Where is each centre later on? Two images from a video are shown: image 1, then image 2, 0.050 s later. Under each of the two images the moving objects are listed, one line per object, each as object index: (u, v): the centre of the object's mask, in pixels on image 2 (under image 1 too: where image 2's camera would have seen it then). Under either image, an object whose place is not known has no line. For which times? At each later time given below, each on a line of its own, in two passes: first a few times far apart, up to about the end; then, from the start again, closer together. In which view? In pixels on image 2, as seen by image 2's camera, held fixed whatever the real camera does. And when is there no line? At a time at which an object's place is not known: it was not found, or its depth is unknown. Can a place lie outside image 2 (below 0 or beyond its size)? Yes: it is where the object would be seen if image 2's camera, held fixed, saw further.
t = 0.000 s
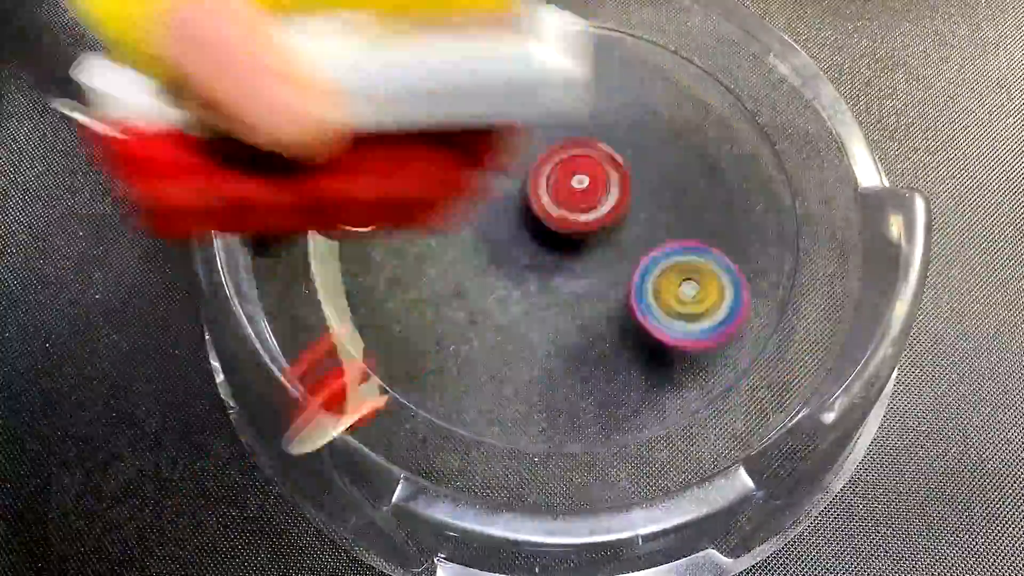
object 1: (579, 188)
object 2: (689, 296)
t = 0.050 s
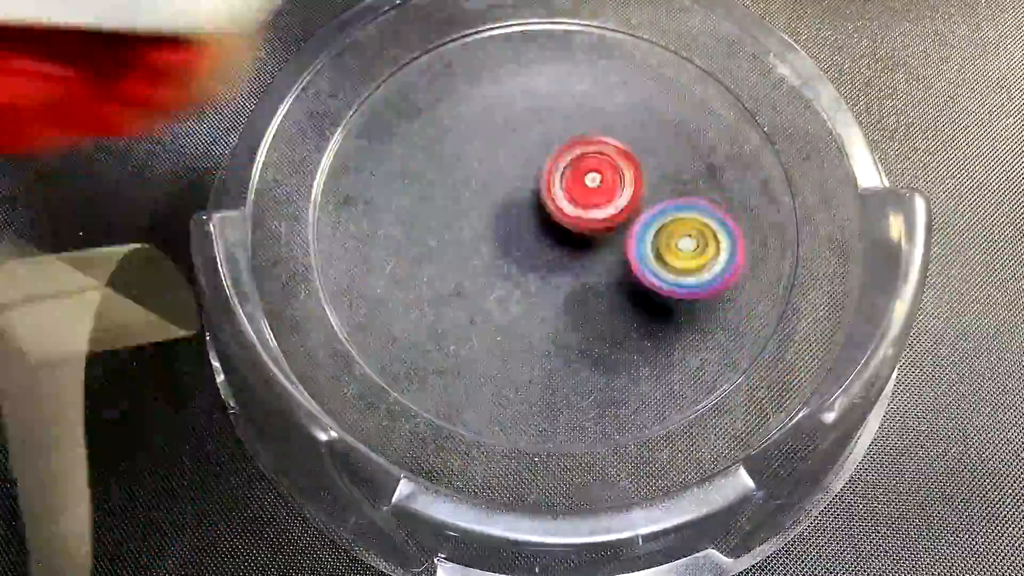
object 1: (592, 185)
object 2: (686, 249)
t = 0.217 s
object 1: (557, 128)
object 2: (705, 136)
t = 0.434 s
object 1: (523, 167)
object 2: (522, 40)
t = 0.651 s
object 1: (537, 218)
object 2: (315, 176)
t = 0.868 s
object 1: (566, 221)
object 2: (505, 415)
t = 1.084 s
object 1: (573, 215)
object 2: (783, 151)
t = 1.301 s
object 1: (554, 214)
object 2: (355, 90)
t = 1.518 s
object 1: (541, 217)
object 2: (694, 381)
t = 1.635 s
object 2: (775, 131)
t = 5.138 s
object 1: (547, 191)
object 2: (637, 27)
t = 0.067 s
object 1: (593, 178)
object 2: (686, 236)
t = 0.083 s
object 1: (587, 166)
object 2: (695, 228)
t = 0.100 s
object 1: (583, 157)
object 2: (701, 220)
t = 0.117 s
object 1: (579, 149)
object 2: (707, 208)
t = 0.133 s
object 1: (576, 142)
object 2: (711, 197)
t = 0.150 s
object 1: (572, 137)
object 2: (712, 186)
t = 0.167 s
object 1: (569, 133)
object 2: (713, 174)
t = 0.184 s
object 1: (565, 130)
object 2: (712, 161)
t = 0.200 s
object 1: (561, 128)
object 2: (710, 148)
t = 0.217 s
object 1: (557, 128)
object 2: (705, 136)
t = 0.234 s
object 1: (555, 128)
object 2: (697, 125)
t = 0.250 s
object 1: (552, 129)
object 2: (689, 113)
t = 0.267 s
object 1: (550, 131)
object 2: (679, 102)
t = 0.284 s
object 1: (548, 132)
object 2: (665, 92)
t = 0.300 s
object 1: (546, 134)
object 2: (652, 83)
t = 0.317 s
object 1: (544, 137)
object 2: (637, 75)
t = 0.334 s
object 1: (540, 140)
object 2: (623, 66)
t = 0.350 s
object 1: (535, 145)
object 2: (608, 58)
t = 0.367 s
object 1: (531, 149)
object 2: (594, 53)
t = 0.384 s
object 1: (528, 152)
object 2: (577, 45)
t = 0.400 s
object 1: (525, 158)
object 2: (558, 43)
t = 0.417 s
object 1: (524, 162)
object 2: (540, 42)
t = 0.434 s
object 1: (523, 167)
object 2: (522, 40)
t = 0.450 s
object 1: (521, 172)
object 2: (502, 43)
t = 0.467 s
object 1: (521, 177)
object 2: (483, 45)
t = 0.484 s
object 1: (520, 182)
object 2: (465, 50)
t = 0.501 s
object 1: (521, 186)
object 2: (445, 56)
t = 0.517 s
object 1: (522, 190)
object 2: (427, 64)
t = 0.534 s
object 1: (522, 194)
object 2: (410, 73)
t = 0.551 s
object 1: (524, 199)
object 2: (392, 86)
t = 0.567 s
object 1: (525, 203)
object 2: (376, 96)
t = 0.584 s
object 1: (527, 207)
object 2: (361, 110)
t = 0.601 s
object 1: (530, 210)
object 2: (346, 125)
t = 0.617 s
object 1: (532, 212)
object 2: (332, 139)
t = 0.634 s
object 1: (534, 216)
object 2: (322, 156)
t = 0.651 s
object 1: (537, 218)
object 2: (315, 176)
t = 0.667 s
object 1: (540, 219)
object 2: (308, 196)
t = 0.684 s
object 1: (544, 220)
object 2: (307, 214)
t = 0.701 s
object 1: (547, 221)
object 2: (311, 237)
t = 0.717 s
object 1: (550, 221)
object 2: (318, 258)
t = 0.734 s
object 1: (553, 222)
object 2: (327, 278)
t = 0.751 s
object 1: (556, 221)
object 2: (341, 301)
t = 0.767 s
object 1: (558, 221)
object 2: (354, 322)
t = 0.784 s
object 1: (560, 221)
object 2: (370, 343)
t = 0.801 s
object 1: (561, 221)
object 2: (391, 362)
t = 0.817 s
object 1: (563, 221)
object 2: (413, 382)
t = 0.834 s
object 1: (565, 221)
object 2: (442, 394)
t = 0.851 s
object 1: (565, 221)
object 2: (471, 406)
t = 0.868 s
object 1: (566, 221)
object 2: (505, 415)
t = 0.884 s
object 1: (567, 221)
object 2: (539, 420)
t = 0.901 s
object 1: (567, 222)
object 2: (576, 421)
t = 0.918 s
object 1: (568, 221)
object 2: (610, 415)
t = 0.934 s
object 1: (569, 221)
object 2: (648, 406)
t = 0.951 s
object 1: (569, 221)
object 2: (682, 390)
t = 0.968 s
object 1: (570, 221)
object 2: (713, 373)
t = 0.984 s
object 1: (571, 220)
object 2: (738, 348)
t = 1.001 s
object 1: (572, 219)
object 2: (764, 320)
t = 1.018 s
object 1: (573, 218)
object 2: (780, 289)
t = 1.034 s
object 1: (573, 218)
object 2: (793, 255)
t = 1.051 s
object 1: (574, 217)
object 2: (795, 221)
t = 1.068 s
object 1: (574, 216)
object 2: (794, 186)
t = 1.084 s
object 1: (573, 215)
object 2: (783, 151)
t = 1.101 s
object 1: (572, 215)
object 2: (768, 118)
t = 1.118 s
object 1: (570, 215)
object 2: (748, 88)
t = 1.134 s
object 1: (569, 214)
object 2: (719, 62)
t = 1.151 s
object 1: (567, 213)
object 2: (688, 40)
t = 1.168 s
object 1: (566, 213)
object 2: (650, 30)
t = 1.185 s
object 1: (564, 214)
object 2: (614, 24)
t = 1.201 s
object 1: (563, 214)
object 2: (572, 22)
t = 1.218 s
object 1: (562, 214)
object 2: (529, 22)
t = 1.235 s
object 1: (560, 213)
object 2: (488, 24)
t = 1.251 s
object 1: (558, 213)
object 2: (449, 30)
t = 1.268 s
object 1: (557, 214)
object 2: (415, 44)
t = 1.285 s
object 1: (556, 214)
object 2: (383, 64)
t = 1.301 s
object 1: (554, 214)
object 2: (355, 90)
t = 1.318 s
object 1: (553, 214)
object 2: (336, 128)
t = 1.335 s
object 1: (551, 214)
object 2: (320, 164)
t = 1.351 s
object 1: (550, 214)
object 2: (318, 204)
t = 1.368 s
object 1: (548, 215)
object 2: (323, 250)
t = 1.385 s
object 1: (547, 214)
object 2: (337, 289)
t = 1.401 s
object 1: (544, 214)
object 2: (364, 327)
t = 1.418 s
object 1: (544, 215)
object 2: (398, 363)
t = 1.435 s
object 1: (543, 215)
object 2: (440, 386)
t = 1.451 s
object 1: (542, 215)
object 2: (492, 405)
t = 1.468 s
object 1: (540, 215)
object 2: (545, 417)
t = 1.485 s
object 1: (540, 216)
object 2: (595, 414)
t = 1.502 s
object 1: (540, 216)
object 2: (647, 401)
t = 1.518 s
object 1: (541, 217)
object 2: (694, 381)
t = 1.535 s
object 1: (541, 218)
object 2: (730, 356)
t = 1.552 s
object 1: (542, 220)
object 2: (758, 323)
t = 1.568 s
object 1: (544, 220)
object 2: (779, 283)
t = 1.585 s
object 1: (544, 220)
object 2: (794, 244)
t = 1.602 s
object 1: (545, 220)
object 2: (797, 204)
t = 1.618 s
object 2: (788, 166)
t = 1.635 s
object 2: (775, 131)
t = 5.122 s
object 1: (547, 191)
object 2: (664, 34)
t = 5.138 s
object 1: (547, 191)
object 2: (637, 27)
